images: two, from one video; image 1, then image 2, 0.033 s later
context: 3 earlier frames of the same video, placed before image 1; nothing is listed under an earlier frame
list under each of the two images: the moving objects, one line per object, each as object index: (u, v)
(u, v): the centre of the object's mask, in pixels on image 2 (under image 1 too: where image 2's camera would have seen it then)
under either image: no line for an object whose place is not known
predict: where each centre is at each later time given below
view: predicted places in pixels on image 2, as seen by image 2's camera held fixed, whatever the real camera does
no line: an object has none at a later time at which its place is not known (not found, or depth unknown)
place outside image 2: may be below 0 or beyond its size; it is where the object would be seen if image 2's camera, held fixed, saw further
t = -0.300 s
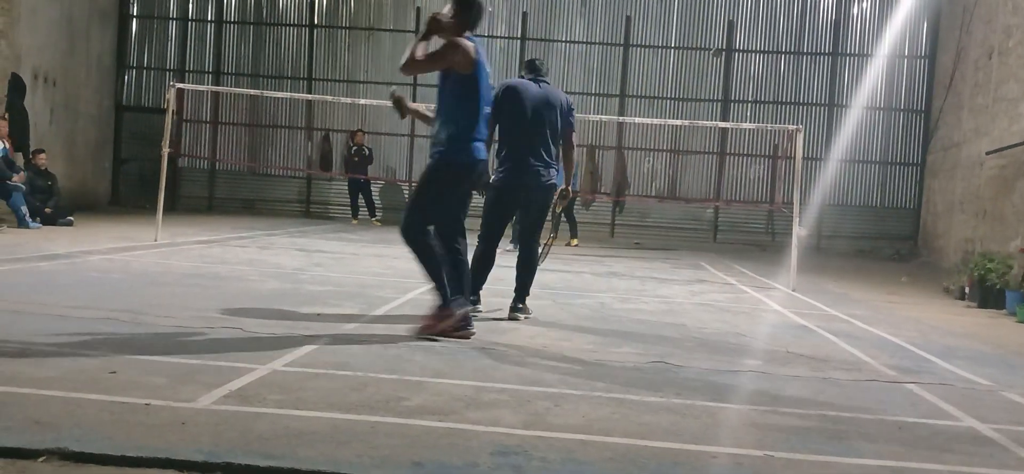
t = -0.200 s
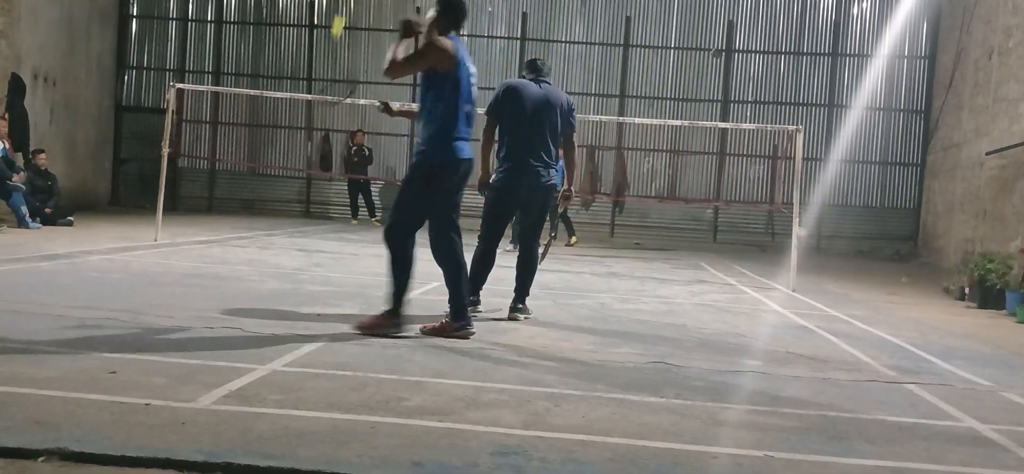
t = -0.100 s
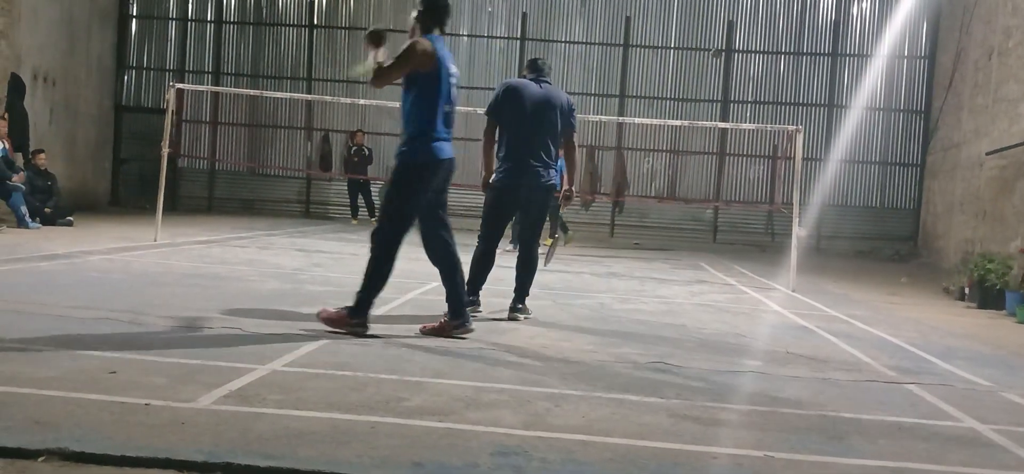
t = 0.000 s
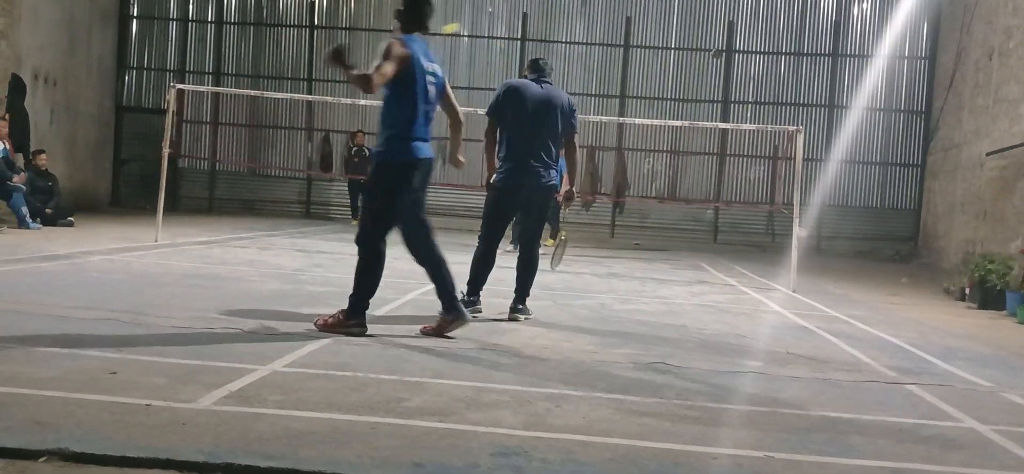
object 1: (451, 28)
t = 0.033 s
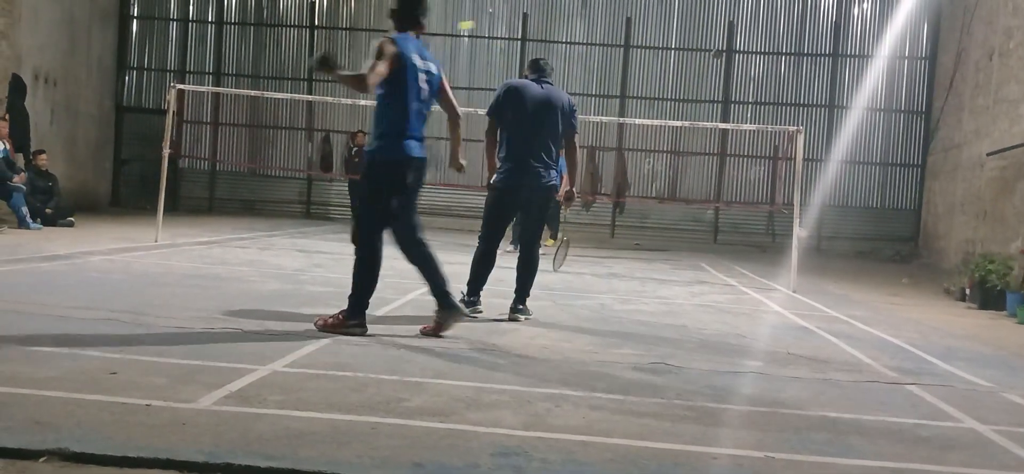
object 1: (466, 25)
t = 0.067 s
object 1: (479, 23)
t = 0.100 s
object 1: (489, 24)
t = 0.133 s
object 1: (497, 25)
